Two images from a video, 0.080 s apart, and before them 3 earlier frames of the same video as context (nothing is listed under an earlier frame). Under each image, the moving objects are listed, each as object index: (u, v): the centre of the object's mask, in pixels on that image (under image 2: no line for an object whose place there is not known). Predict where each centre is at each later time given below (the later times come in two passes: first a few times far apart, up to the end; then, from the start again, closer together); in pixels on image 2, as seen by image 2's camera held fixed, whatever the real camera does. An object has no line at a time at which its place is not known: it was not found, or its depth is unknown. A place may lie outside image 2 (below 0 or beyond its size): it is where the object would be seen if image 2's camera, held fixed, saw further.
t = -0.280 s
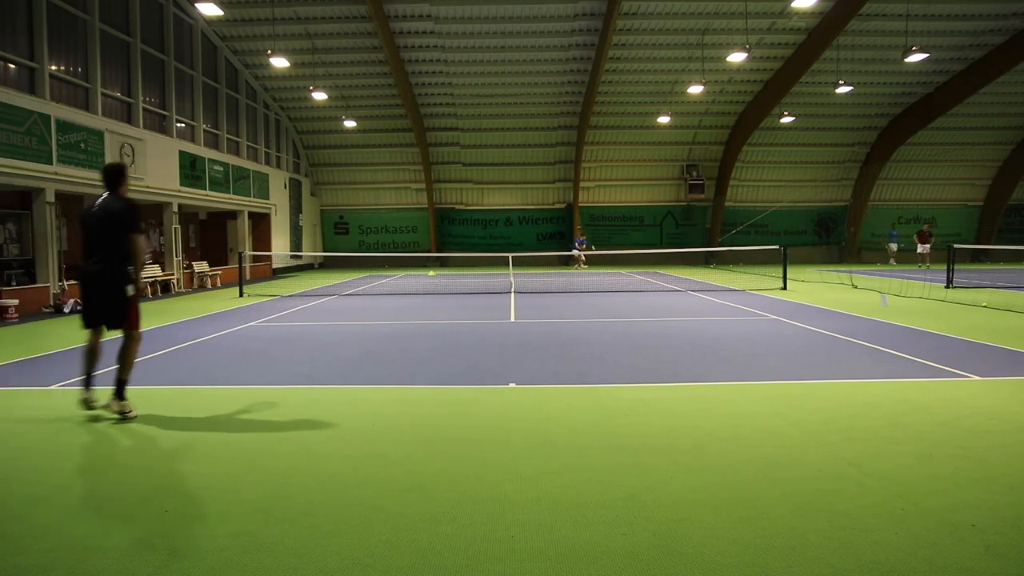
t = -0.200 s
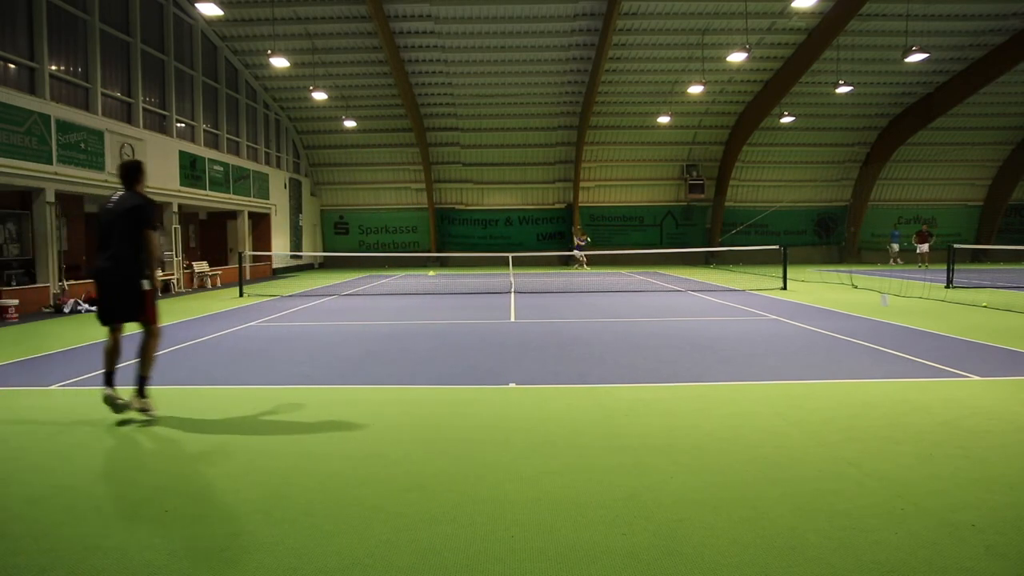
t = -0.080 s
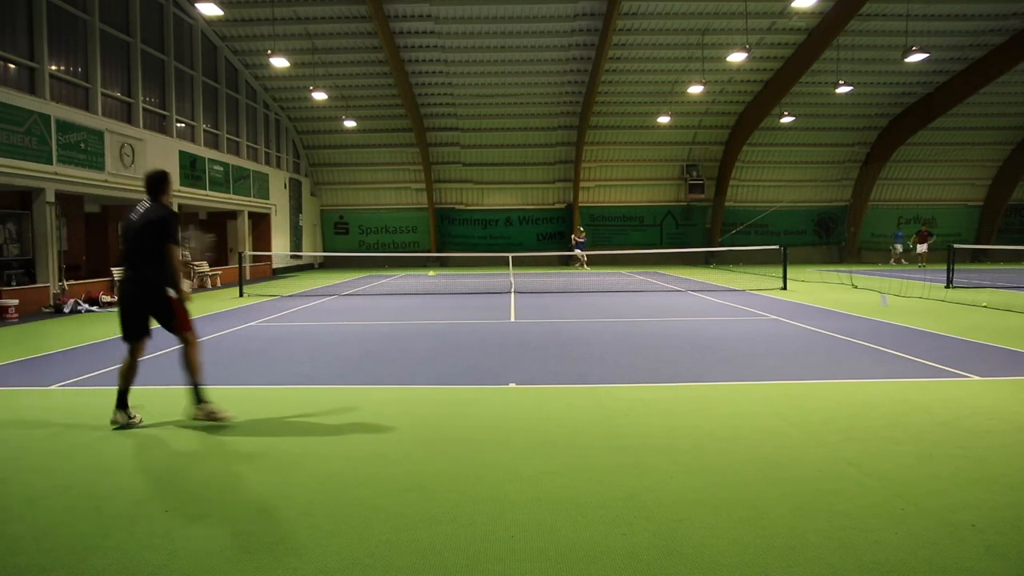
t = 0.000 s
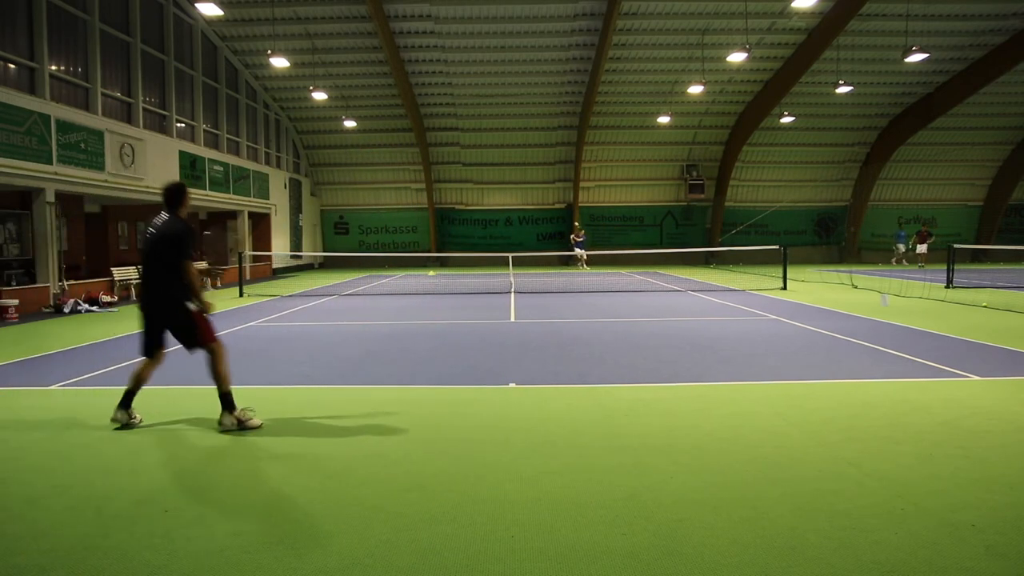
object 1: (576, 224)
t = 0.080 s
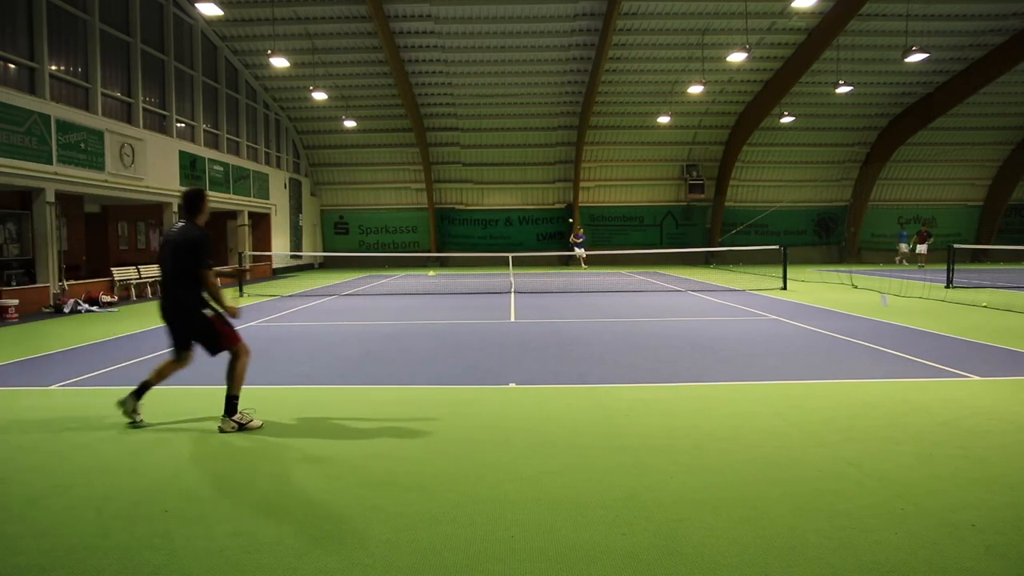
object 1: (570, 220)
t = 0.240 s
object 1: (558, 221)
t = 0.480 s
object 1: (534, 249)
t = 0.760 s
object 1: (488, 328)
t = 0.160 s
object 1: (564, 219)
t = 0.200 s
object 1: (561, 219)
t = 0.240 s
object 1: (558, 221)
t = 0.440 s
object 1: (538, 242)
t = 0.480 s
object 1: (534, 249)
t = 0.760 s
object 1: (488, 328)
